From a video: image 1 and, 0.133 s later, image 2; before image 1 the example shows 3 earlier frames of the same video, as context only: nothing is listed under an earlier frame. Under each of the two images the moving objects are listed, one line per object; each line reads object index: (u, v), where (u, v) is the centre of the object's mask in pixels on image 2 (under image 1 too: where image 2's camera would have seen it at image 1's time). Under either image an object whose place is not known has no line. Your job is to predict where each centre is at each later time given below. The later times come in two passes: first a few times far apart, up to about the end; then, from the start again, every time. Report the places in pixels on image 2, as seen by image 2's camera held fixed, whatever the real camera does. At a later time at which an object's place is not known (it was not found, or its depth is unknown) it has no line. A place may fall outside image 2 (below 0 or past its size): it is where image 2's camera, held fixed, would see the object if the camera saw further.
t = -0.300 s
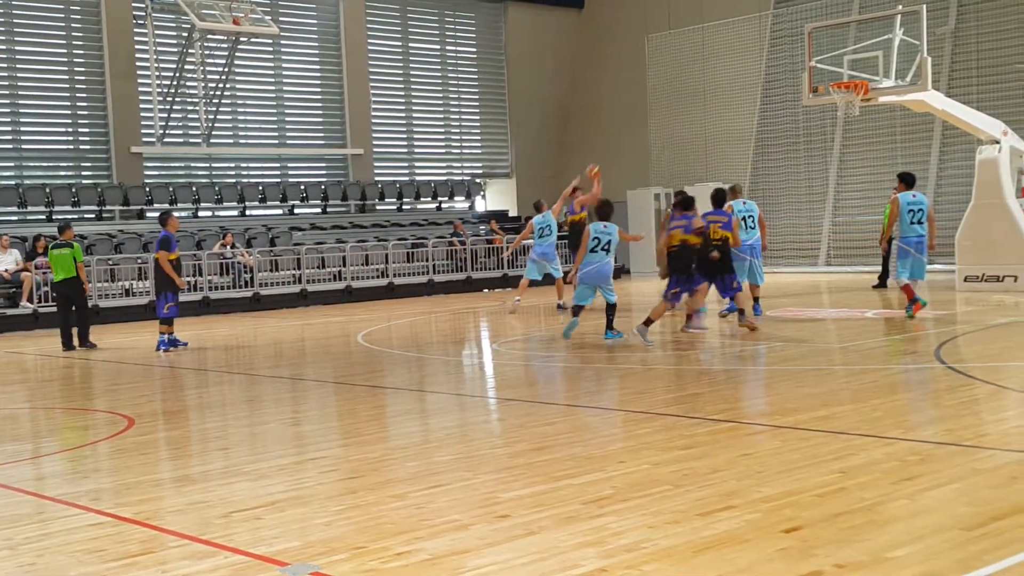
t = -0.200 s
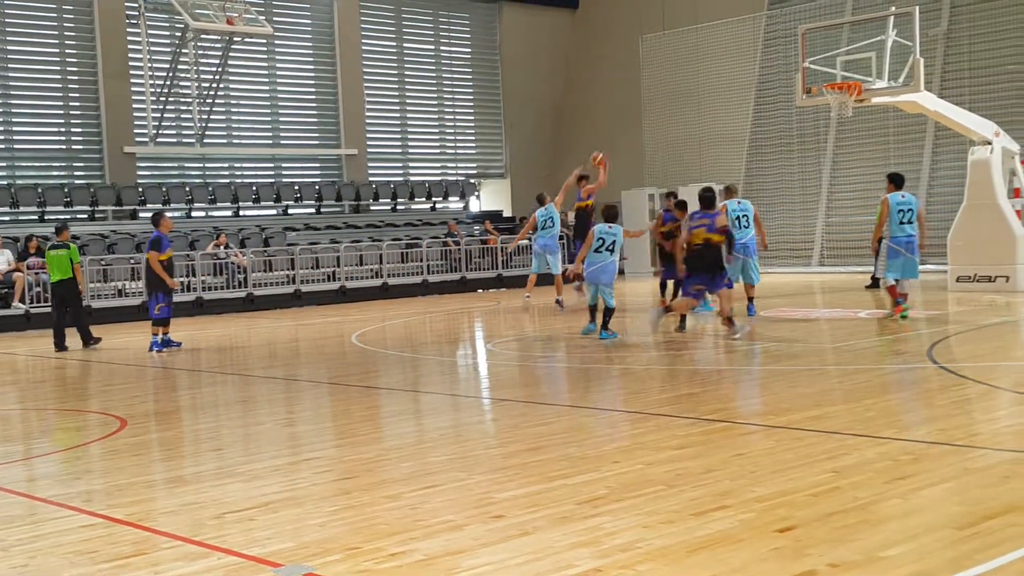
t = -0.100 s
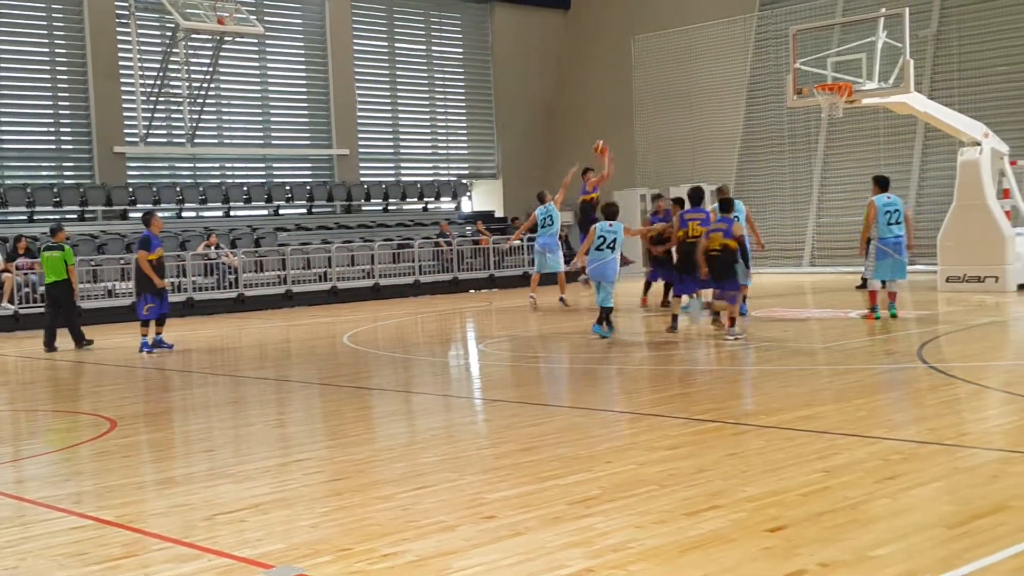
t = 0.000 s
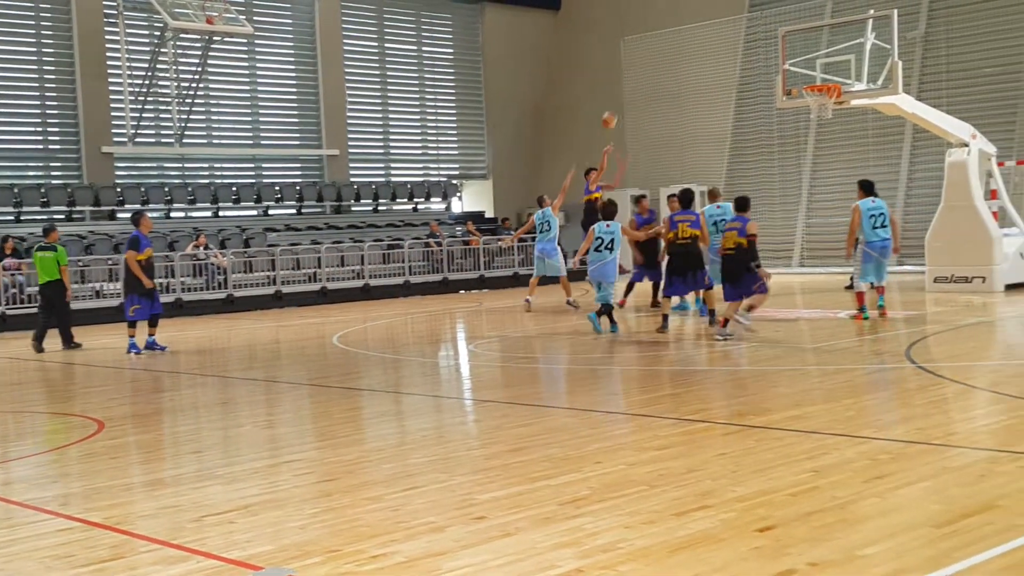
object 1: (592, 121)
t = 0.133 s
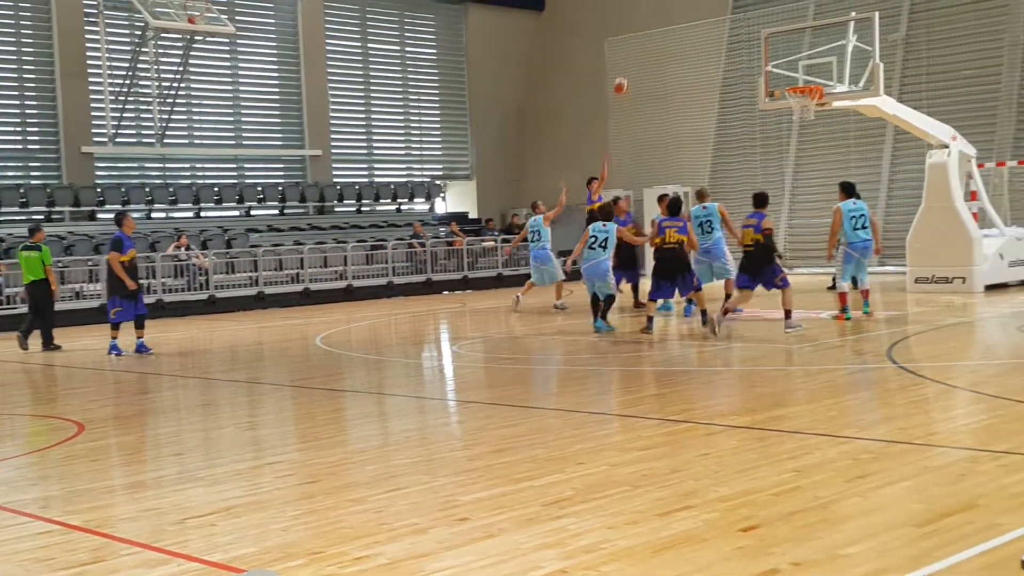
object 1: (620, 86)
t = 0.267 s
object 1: (648, 62)
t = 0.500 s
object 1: (698, 47)
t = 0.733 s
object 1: (756, 68)
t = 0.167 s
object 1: (627, 78)
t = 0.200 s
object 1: (634, 72)
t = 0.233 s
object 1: (641, 67)
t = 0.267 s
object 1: (648, 62)
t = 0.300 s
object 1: (656, 58)
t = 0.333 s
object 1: (663, 54)
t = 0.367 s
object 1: (670, 51)
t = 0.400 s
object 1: (676, 48)
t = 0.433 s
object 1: (683, 47)
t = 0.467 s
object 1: (691, 46)
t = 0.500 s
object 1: (698, 47)
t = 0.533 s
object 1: (705, 48)
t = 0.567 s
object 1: (714, 49)
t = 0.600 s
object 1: (722, 50)
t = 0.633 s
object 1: (731, 55)
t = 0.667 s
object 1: (738, 57)
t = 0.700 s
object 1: (747, 63)
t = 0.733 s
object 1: (756, 68)
